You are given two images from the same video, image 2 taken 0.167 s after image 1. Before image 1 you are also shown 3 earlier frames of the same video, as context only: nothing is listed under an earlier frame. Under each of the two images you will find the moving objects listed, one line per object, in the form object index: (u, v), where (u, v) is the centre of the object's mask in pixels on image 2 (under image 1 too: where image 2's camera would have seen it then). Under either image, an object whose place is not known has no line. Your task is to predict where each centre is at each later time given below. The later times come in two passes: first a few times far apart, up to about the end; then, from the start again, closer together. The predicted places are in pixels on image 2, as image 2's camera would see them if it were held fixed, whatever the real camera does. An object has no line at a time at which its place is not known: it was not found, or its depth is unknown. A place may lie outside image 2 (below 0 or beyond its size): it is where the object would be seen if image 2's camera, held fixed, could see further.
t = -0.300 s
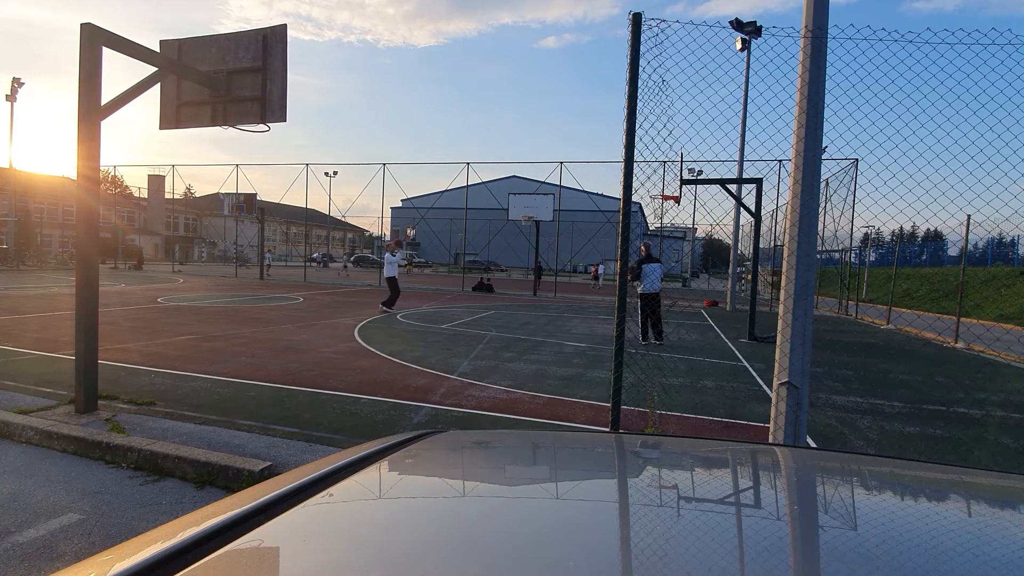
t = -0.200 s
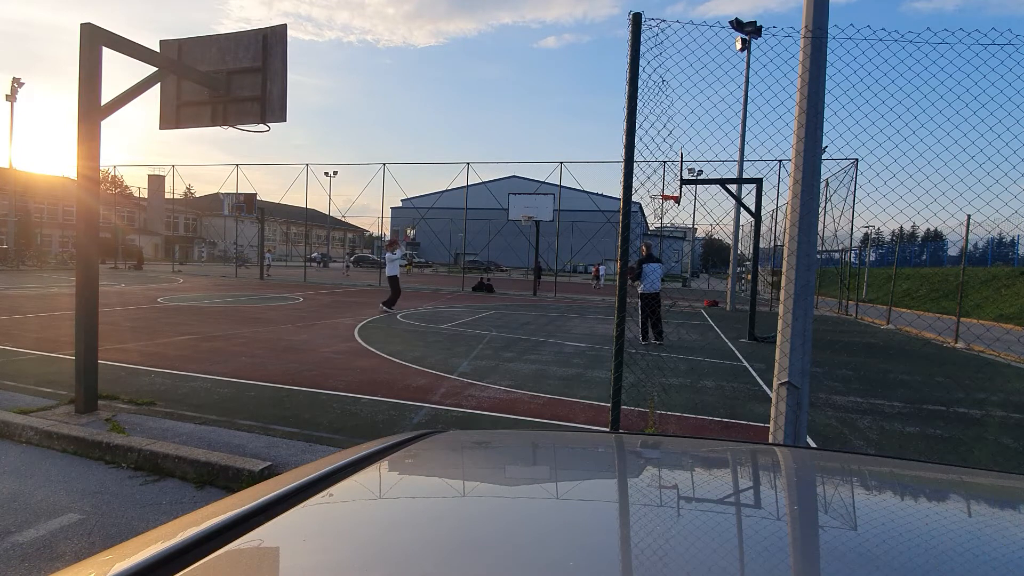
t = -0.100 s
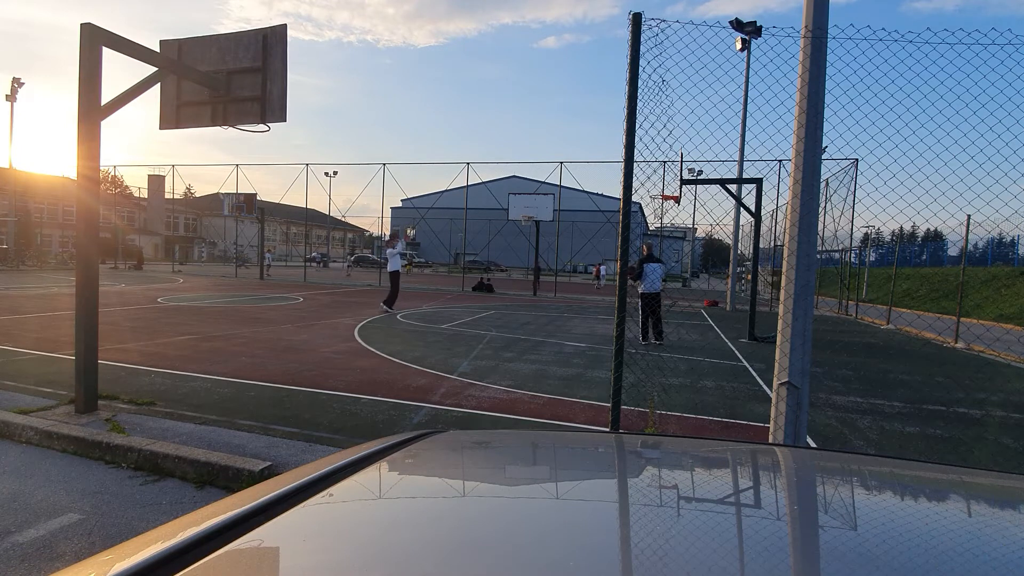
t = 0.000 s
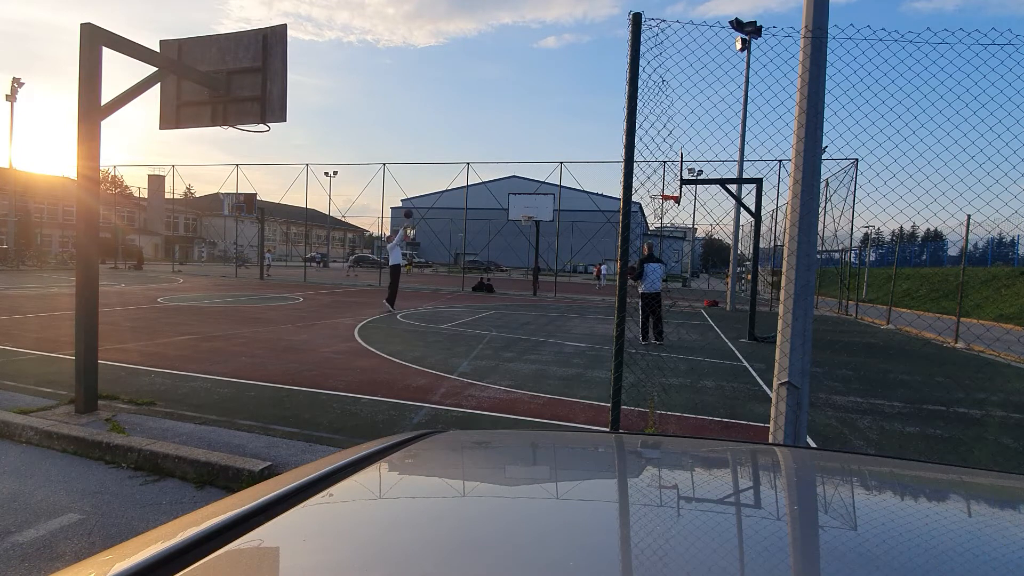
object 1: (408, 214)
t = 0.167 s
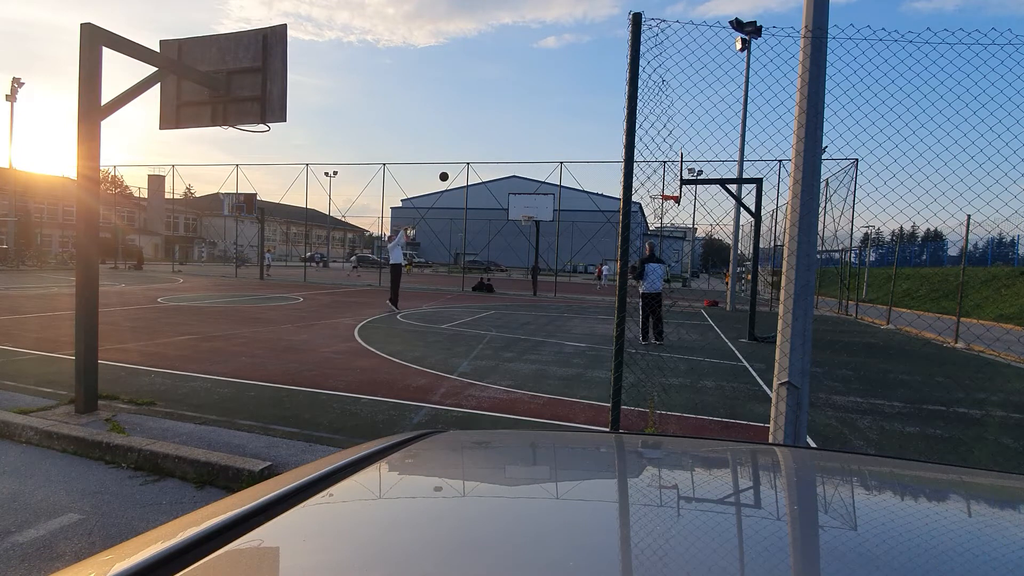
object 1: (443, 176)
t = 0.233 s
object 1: (458, 164)
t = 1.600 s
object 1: (606, 149)
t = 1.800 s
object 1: (576, 154)
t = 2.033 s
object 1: (542, 181)
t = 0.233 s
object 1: (458, 164)
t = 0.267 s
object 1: (465, 159)
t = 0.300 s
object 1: (472, 154)
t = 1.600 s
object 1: (606, 149)
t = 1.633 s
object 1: (601, 148)
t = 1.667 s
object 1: (596, 148)
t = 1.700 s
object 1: (591, 149)
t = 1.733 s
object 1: (586, 150)
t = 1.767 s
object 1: (581, 152)
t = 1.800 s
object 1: (576, 154)
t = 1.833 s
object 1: (571, 156)
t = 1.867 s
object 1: (566, 159)
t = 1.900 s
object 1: (562, 163)
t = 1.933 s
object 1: (557, 167)
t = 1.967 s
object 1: (552, 171)
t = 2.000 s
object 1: (547, 176)
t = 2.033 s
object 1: (542, 181)
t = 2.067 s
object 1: (538, 186)
